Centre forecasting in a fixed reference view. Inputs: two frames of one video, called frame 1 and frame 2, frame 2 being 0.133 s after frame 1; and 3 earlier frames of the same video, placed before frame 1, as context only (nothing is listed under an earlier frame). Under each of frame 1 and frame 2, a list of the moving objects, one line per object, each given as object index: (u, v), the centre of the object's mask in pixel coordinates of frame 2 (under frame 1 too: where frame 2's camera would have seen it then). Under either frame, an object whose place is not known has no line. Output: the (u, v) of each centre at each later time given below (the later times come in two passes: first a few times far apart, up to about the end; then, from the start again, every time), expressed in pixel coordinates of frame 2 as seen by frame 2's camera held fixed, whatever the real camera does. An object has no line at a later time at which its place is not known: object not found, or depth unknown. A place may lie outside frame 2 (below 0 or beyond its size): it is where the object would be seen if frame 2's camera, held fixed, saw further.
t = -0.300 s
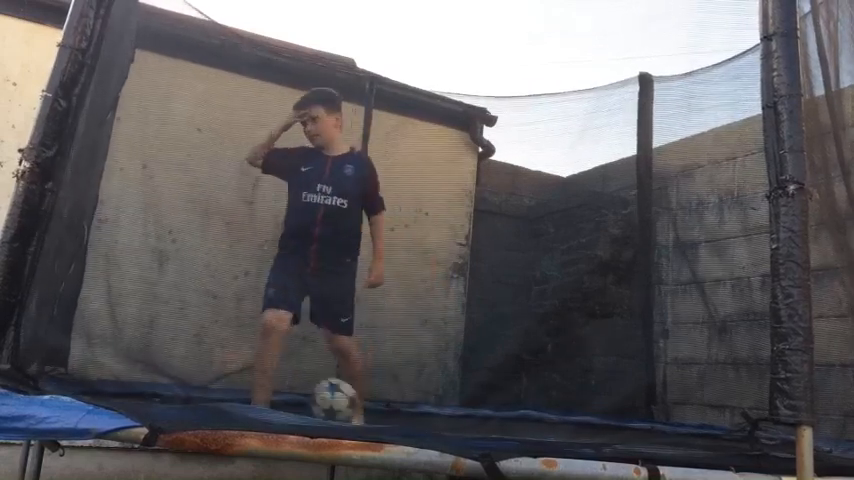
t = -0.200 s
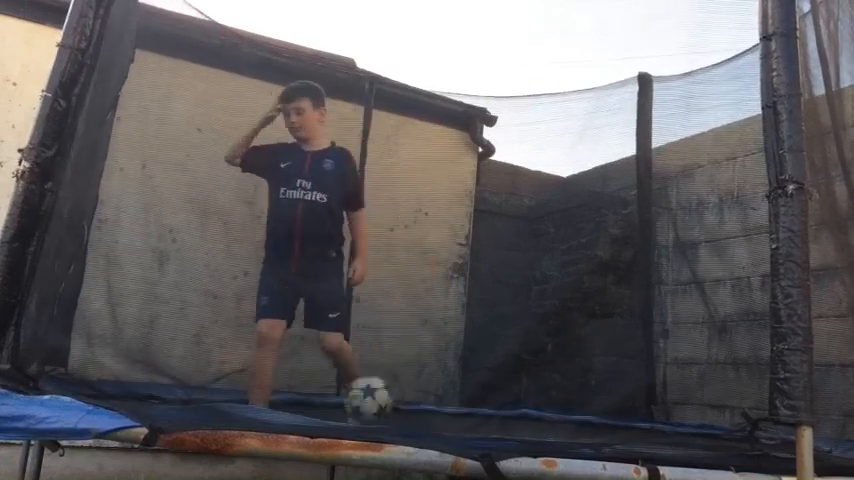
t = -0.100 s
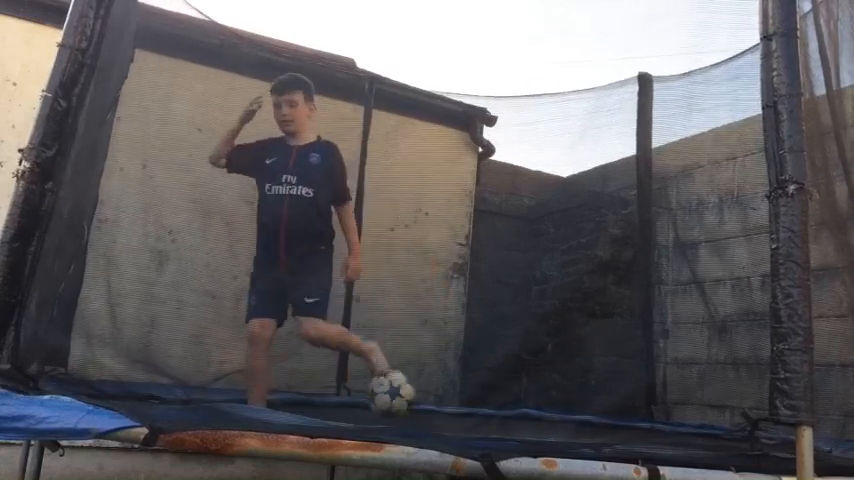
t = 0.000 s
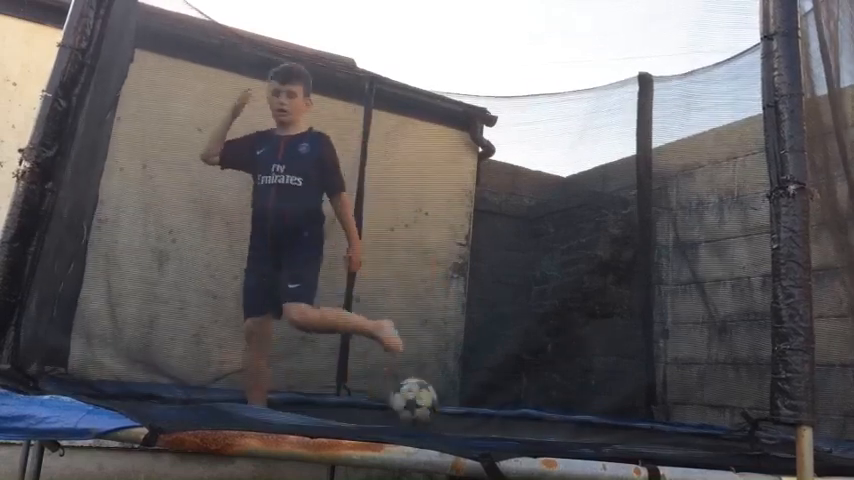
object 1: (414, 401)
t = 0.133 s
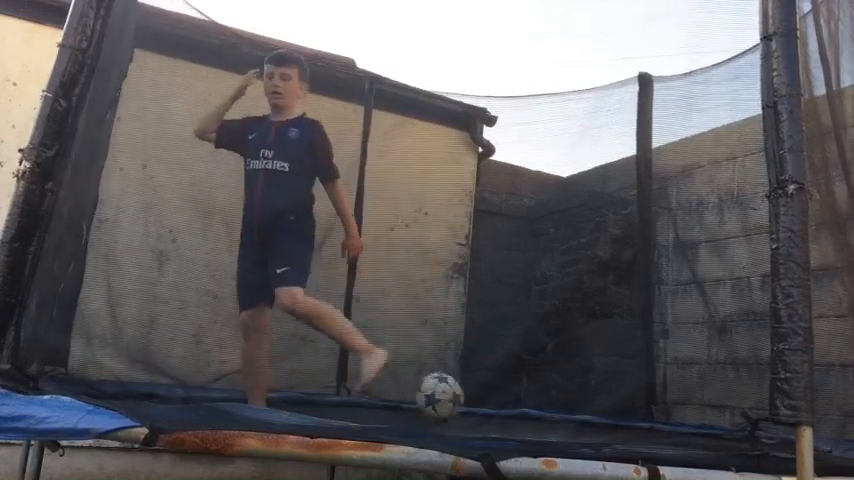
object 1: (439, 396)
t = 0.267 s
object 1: (464, 395)
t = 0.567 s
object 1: (517, 407)
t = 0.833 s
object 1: (557, 407)
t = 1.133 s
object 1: (595, 409)
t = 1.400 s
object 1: (626, 410)
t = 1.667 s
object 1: (658, 412)
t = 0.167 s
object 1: (445, 401)
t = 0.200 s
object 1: (451, 398)
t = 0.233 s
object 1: (457, 395)
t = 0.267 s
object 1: (464, 395)
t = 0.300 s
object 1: (471, 399)
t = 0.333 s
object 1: (476, 403)
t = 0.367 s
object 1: (482, 403)
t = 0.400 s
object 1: (488, 402)
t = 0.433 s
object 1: (495, 405)
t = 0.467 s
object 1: (501, 406)
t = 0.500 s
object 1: (506, 405)
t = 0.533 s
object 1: (511, 404)
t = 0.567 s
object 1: (517, 407)
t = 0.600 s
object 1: (522, 406)
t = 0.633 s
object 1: (528, 405)
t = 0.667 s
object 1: (534, 406)
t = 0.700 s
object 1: (538, 405)
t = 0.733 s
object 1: (543, 404)
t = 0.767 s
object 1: (548, 406)
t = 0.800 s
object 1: (552, 407)
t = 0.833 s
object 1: (557, 407)
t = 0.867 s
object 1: (562, 408)
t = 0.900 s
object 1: (565, 407)
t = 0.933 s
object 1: (569, 407)
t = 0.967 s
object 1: (574, 407)
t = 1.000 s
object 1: (579, 408)
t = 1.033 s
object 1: (583, 408)
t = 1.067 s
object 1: (587, 408)
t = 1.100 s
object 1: (590, 408)
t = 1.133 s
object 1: (595, 409)
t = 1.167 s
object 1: (598, 409)
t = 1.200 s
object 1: (602, 408)
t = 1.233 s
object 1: (605, 409)
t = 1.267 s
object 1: (610, 409)
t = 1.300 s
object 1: (614, 409)
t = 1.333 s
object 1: (619, 408)
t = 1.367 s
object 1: (623, 409)
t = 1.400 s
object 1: (626, 410)
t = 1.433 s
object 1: (630, 409)
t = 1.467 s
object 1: (634, 408)
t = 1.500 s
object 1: (638, 409)
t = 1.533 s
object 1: (642, 410)
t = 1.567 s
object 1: (645, 410)
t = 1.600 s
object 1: (650, 411)
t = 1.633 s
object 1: (654, 411)
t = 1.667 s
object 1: (658, 412)
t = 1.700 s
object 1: (662, 412)
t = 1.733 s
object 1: (665, 413)
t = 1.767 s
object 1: (668, 413)
